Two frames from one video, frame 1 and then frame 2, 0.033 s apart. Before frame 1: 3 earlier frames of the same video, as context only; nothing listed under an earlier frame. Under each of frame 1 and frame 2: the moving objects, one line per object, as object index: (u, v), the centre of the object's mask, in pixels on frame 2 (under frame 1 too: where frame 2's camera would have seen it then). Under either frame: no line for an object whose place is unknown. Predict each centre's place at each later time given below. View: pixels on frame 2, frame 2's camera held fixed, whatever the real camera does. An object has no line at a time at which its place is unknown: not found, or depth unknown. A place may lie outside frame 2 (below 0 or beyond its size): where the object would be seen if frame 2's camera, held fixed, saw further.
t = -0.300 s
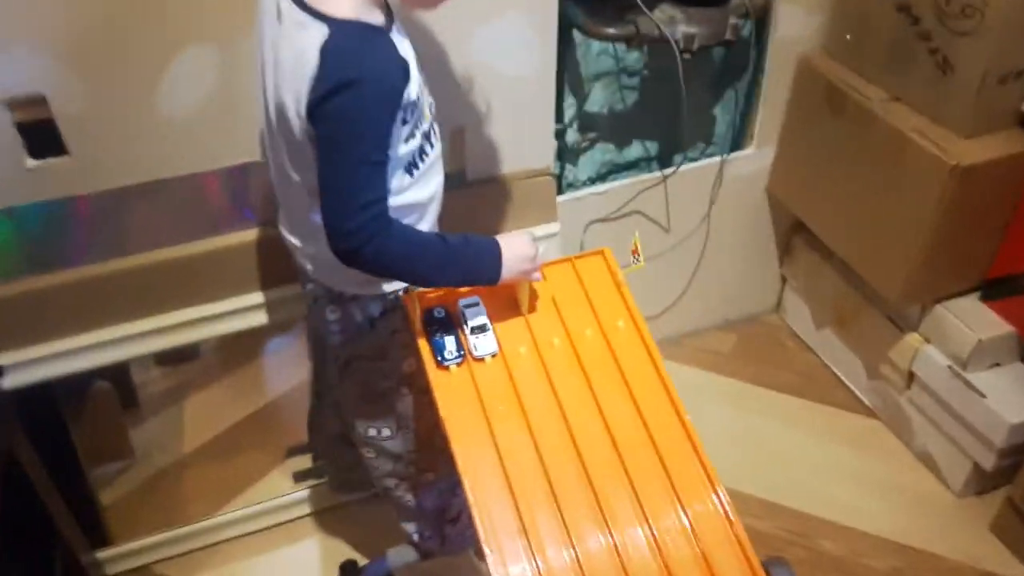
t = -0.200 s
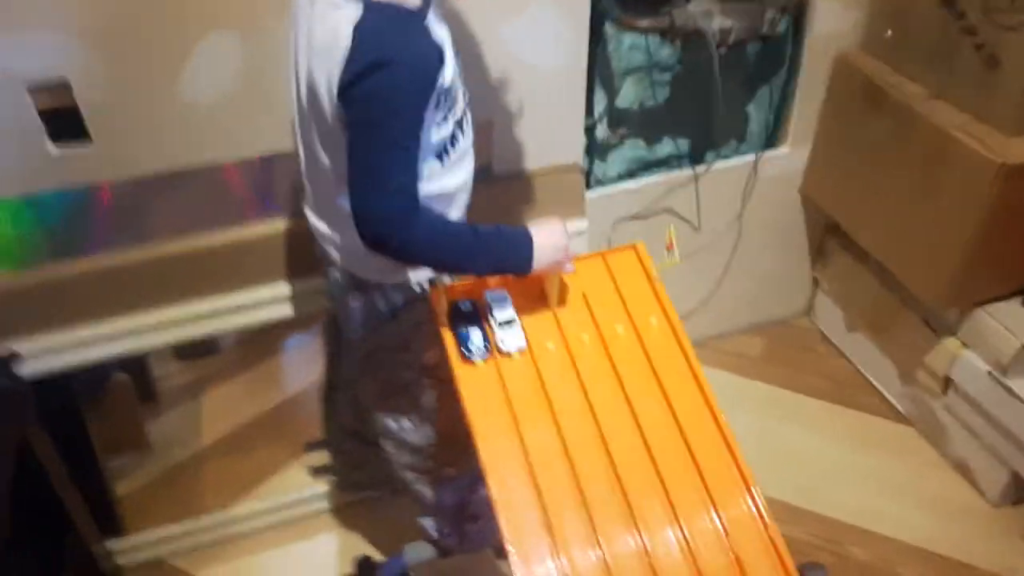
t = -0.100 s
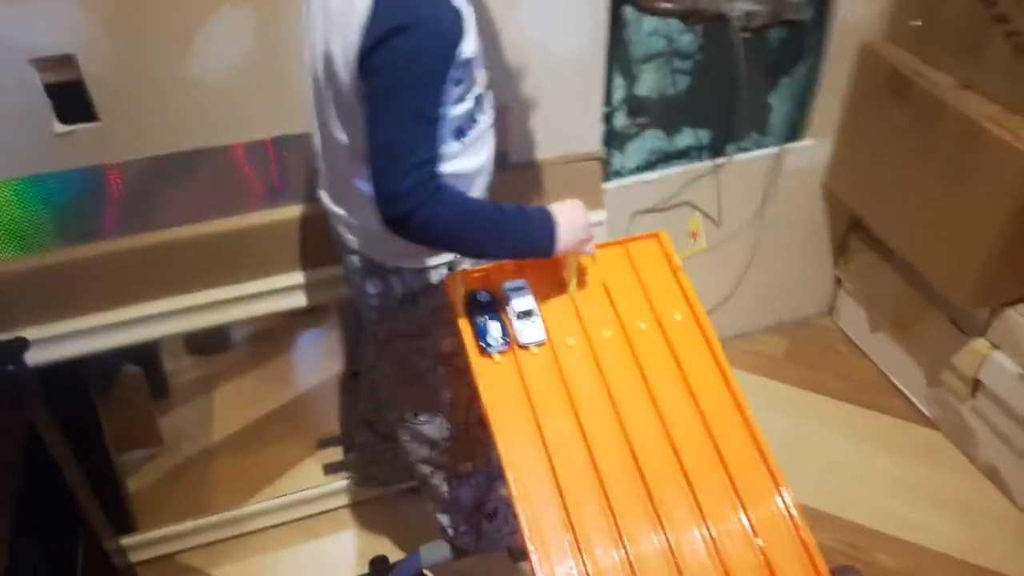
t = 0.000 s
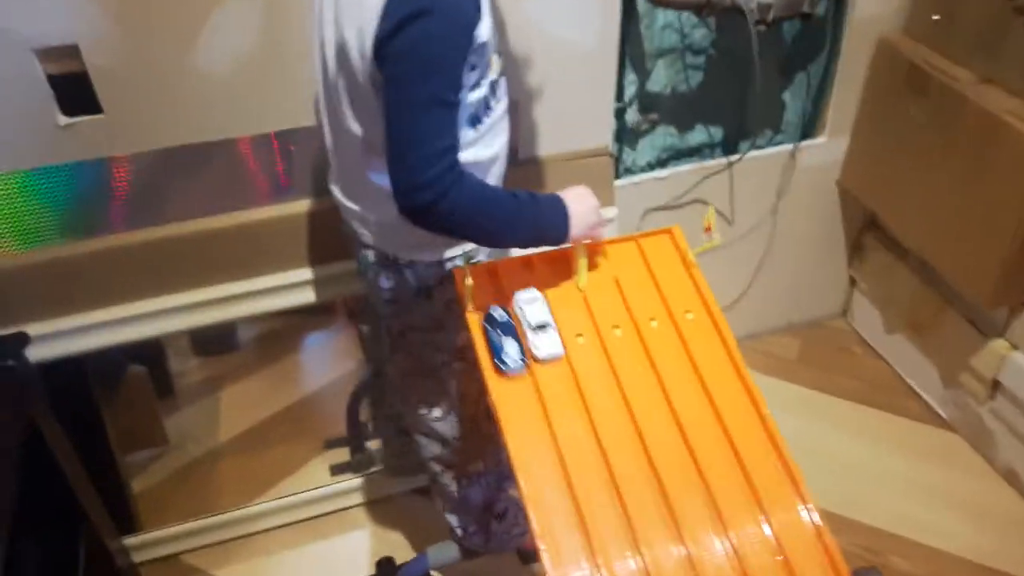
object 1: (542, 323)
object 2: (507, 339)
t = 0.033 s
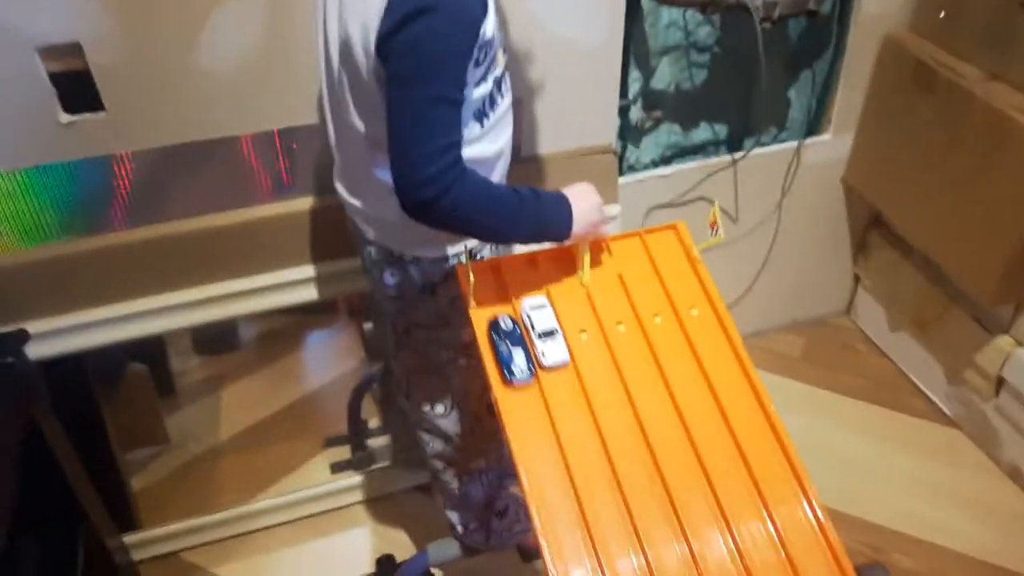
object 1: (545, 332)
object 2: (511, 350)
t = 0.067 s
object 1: (550, 344)
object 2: (516, 366)
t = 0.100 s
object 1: (556, 361)
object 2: (523, 385)
